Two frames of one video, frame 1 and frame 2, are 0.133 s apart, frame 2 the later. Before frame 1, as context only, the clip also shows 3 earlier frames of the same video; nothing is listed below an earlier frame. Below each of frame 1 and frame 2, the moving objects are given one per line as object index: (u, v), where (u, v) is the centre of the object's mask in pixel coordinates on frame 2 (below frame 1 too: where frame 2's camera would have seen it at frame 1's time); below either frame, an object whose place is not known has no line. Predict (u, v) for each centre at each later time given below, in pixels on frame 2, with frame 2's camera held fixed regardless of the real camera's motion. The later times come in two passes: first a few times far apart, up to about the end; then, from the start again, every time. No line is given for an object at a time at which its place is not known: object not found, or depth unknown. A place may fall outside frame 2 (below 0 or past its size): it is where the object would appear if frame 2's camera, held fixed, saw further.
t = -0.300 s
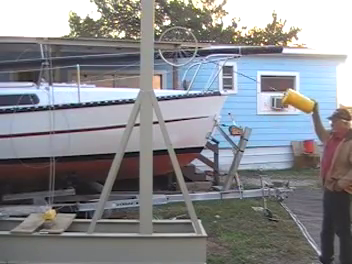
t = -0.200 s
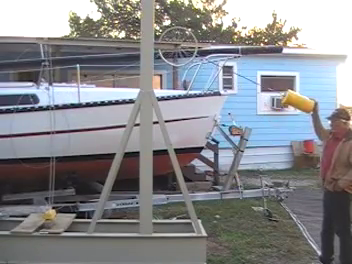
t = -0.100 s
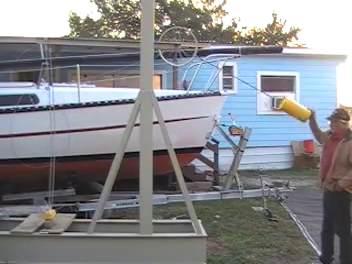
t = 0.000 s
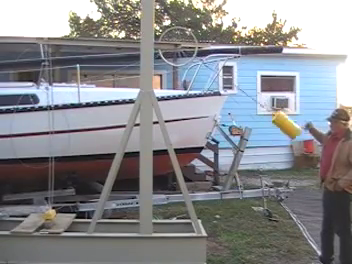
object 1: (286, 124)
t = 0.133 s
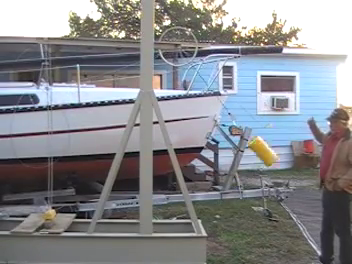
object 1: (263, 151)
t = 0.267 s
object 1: (224, 175)
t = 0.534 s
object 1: (124, 173)
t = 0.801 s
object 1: (63, 122)
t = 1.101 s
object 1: (52, 101)
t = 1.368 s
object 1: (72, 135)
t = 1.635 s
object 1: (155, 175)
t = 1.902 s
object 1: (245, 164)
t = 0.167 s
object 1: (255, 157)
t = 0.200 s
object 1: (245, 164)
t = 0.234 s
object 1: (235, 169)
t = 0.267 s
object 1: (224, 175)
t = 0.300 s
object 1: (212, 178)
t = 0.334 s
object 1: (199, 180)
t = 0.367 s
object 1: (189, 180)
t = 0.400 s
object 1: (172, 183)
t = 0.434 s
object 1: (160, 182)
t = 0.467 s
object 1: (155, 173)
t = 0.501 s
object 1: (133, 178)
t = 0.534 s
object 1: (124, 173)
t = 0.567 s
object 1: (112, 170)
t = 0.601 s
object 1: (101, 161)
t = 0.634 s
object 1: (93, 156)
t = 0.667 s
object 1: (84, 149)
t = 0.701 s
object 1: (78, 142)
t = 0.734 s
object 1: (73, 135)
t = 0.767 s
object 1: (67, 129)
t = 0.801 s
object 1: (63, 122)
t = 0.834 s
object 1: (60, 117)
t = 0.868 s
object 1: (57, 113)
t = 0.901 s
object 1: (55, 109)
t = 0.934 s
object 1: (54, 105)
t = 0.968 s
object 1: (53, 103)
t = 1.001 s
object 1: (52, 101)
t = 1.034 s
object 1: (51, 100)
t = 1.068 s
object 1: (51, 100)
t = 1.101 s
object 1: (52, 101)
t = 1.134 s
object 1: (52, 102)
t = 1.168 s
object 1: (53, 105)
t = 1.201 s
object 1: (55, 108)
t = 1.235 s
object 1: (57, 113)
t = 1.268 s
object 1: (60, 117)
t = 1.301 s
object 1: (63, 123)
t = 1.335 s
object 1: (67, 129)
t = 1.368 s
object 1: (72, 135)
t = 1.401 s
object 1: (80, 142)
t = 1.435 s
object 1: (86, 149)
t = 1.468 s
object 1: (93, 157)
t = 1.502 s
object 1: (102, 163)
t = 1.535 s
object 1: (111, 166)
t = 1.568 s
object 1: (125, 173)
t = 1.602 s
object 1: (133, 178)
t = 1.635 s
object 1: (155, 175)
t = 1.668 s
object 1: (161, 182)
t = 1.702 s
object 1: (172, 184)
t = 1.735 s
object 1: (189, 181)
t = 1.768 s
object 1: (200, 180)
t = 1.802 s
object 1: (213, 178)
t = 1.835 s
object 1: (224, 175)
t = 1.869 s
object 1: (235, 169)
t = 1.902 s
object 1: (245, 164)
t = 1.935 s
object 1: (254, 157)
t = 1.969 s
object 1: (263, 151)
